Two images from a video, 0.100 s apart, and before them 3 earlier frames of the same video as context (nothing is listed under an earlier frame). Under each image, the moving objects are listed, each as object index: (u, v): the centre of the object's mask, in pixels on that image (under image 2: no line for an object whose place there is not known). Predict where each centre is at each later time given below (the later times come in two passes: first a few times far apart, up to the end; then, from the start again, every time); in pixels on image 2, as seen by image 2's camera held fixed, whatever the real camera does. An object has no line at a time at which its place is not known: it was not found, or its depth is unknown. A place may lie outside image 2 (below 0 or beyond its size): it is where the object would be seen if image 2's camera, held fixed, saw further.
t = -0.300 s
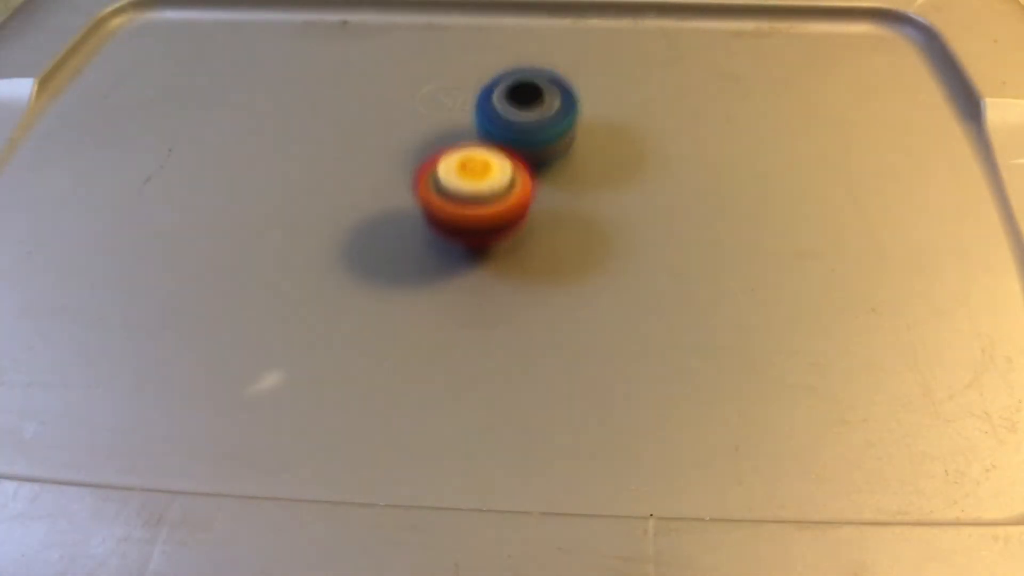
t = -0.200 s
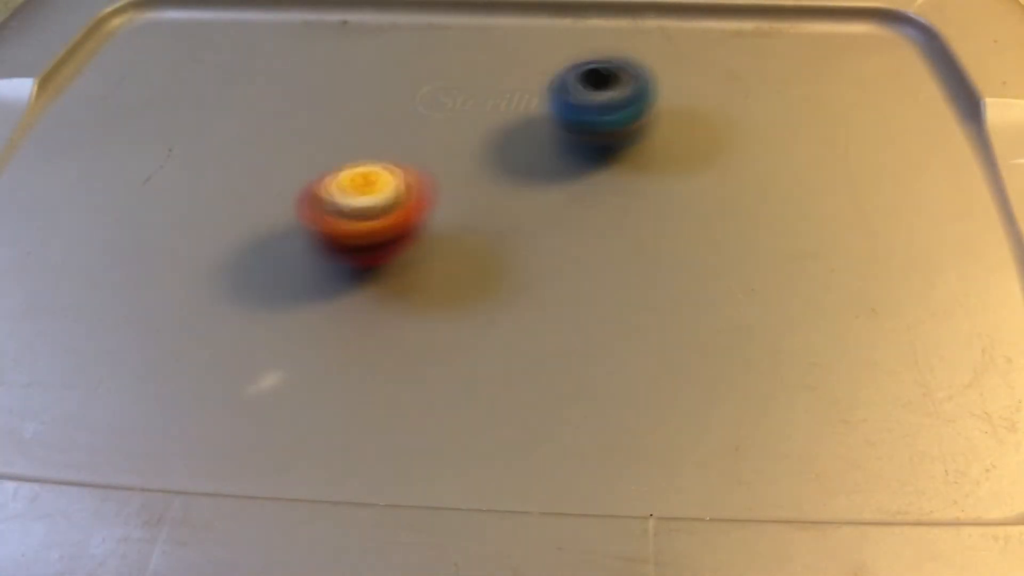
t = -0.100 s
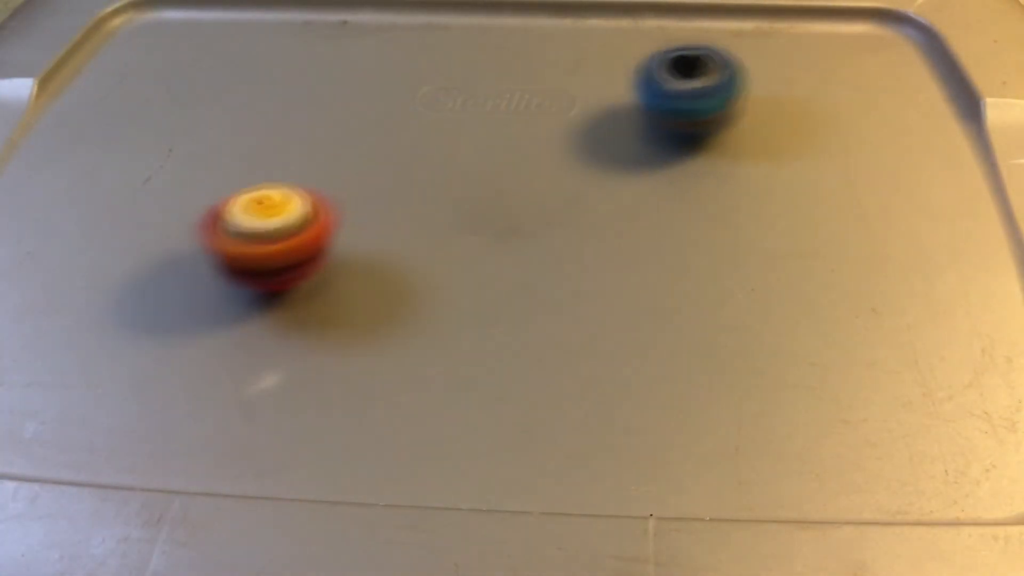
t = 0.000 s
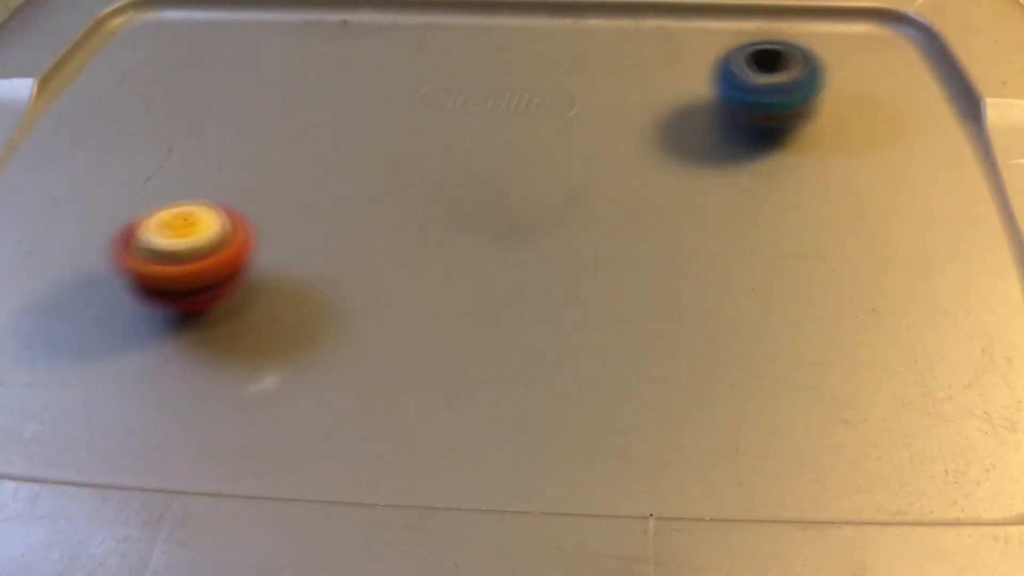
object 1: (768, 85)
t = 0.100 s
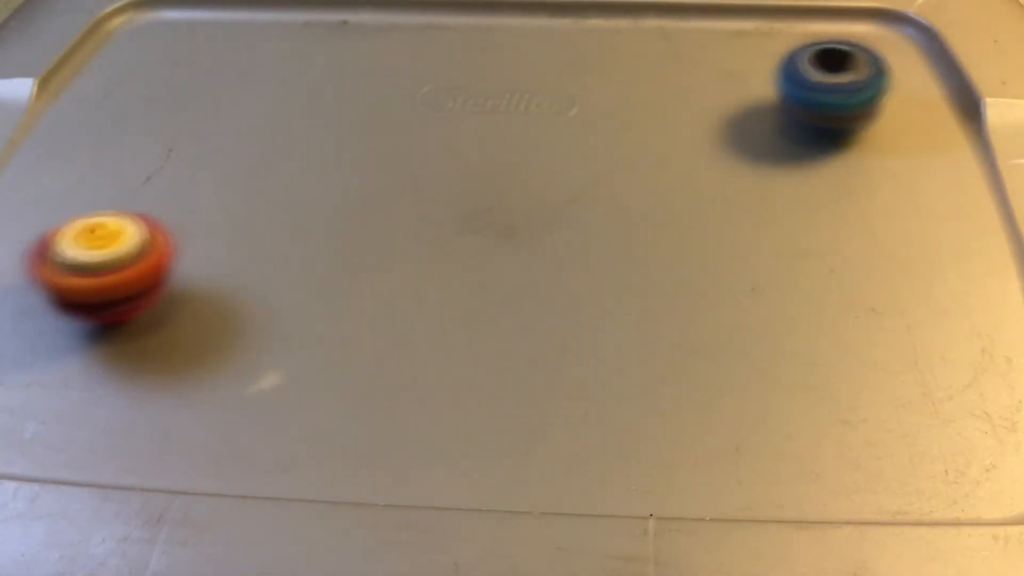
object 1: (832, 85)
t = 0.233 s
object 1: (895, 94)
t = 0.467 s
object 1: (930, 119)
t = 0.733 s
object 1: (892, 153)
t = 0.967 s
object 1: (774, 192)
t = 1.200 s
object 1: (557, 218)
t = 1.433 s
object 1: (649, 338)
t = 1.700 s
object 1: (771, 390)
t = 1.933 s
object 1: (795, 245)
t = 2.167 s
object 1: (779, 137)
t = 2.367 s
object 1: (736, 66)
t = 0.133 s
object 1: (850, 86)
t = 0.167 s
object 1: (867, 88)
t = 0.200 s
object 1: (882, 91)
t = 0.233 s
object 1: (895, 94)
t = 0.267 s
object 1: (904, 98)
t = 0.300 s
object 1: (913, 101)
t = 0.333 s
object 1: (920, 103)
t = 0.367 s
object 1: (925, 106)
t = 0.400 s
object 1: (927, 110)
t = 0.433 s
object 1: (929, 114)
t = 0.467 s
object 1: (930, 119)
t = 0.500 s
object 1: (929, 122)
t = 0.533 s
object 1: (927, 126)
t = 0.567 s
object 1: (924, 131)
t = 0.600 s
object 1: (920, 135)
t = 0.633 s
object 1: (915, 139)
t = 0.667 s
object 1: (908, 144)
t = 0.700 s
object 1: (901, 149)
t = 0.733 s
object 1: (892, 153)
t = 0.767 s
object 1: (880, 158)
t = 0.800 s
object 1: (867, 164)
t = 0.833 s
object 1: (853, 168)
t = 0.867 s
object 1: (837, 174)
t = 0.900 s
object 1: (819, 179)
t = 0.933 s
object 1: (795, 189)
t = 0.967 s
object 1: (774, 192)
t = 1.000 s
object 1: (749, 197)
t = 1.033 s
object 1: (720, 203)
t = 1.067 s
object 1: (690, 207)
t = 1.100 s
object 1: (657, 211)
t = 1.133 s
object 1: (624, 214)
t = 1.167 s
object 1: (589, 216)
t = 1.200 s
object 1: (557, 218)
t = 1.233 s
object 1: (533, 221)
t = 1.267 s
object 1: (555, 241)
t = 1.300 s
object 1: (579, 261)
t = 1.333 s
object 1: (601, 282)
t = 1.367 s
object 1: (617, 299)
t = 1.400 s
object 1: (632, 319)
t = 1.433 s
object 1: (649, 338)
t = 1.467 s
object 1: (666, 357)
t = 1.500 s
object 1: (684, 376)
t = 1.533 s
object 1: (704, 396)
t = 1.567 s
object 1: (723, 416)
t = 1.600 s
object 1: (742, 436)
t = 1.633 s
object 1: (758, 440)
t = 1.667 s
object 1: (771, 429)
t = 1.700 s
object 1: (771, 390)
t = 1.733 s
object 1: (771, 362)
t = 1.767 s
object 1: (775, 335)
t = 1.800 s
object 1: (779, 315)
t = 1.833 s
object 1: (785, 296)
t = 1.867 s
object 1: (789, 279)
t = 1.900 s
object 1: (792, 263)
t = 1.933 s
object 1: (795, 245)
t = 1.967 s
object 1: (797, 227)
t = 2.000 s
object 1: (796, 213)
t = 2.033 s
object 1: (794, 197)
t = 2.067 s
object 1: (791, 182)
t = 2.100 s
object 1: (788, 168)
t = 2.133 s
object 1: (784, 152)
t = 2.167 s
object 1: (779, 137)
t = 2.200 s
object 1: (774, 123)
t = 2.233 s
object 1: (767, 113)
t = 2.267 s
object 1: (760, 99)
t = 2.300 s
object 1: (753, 89)
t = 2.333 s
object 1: (747, 76)
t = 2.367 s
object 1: (736, 66)
